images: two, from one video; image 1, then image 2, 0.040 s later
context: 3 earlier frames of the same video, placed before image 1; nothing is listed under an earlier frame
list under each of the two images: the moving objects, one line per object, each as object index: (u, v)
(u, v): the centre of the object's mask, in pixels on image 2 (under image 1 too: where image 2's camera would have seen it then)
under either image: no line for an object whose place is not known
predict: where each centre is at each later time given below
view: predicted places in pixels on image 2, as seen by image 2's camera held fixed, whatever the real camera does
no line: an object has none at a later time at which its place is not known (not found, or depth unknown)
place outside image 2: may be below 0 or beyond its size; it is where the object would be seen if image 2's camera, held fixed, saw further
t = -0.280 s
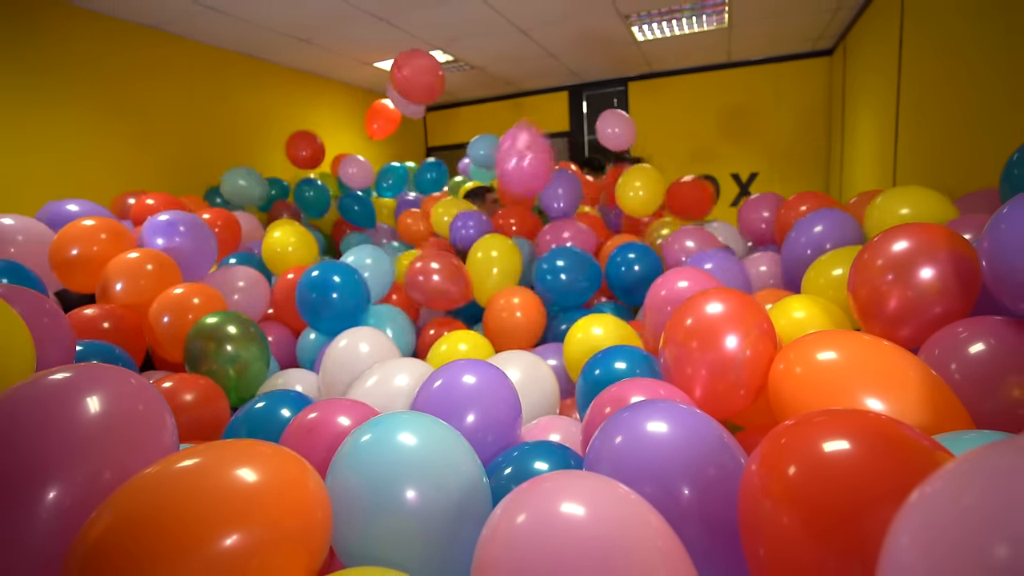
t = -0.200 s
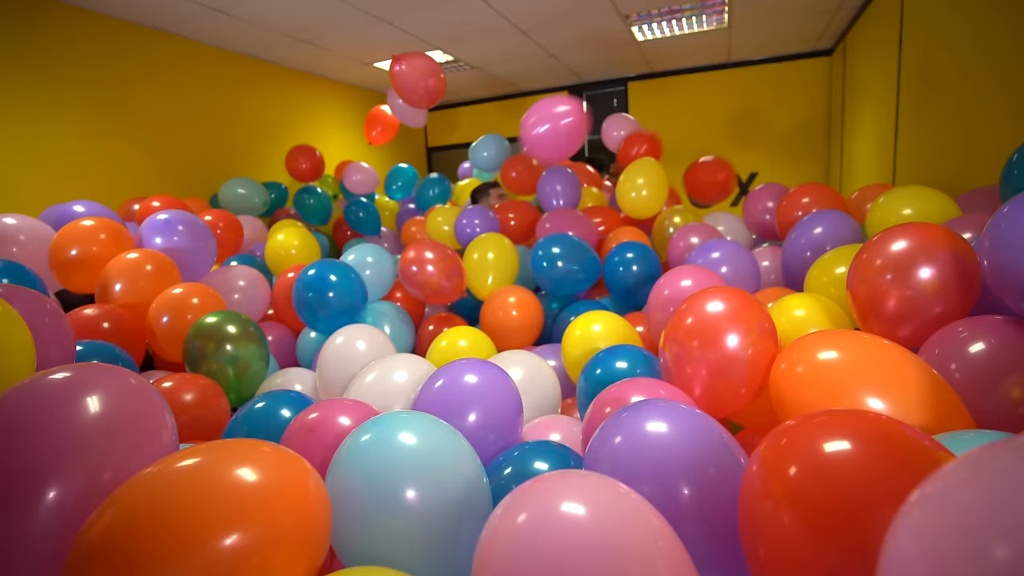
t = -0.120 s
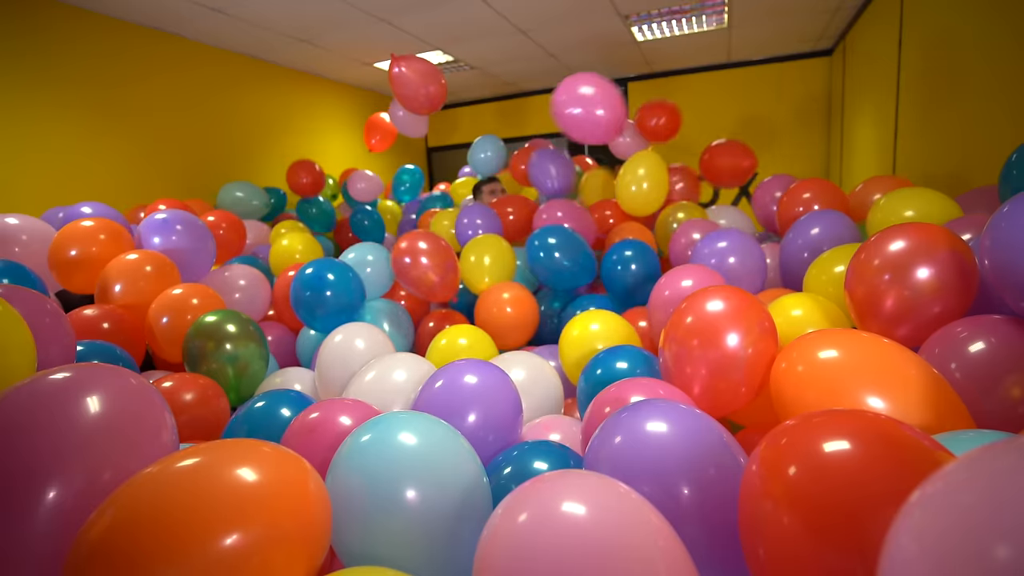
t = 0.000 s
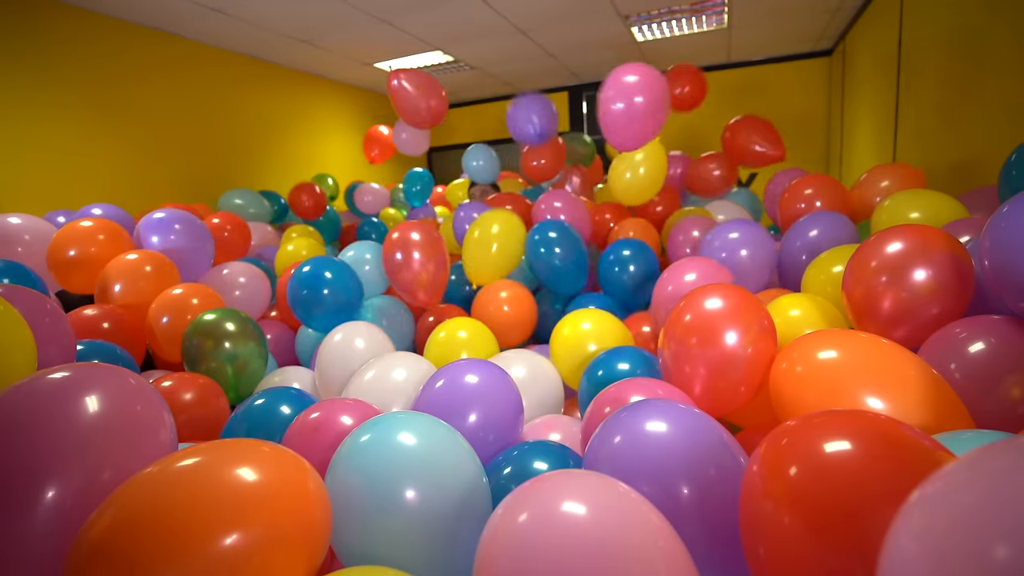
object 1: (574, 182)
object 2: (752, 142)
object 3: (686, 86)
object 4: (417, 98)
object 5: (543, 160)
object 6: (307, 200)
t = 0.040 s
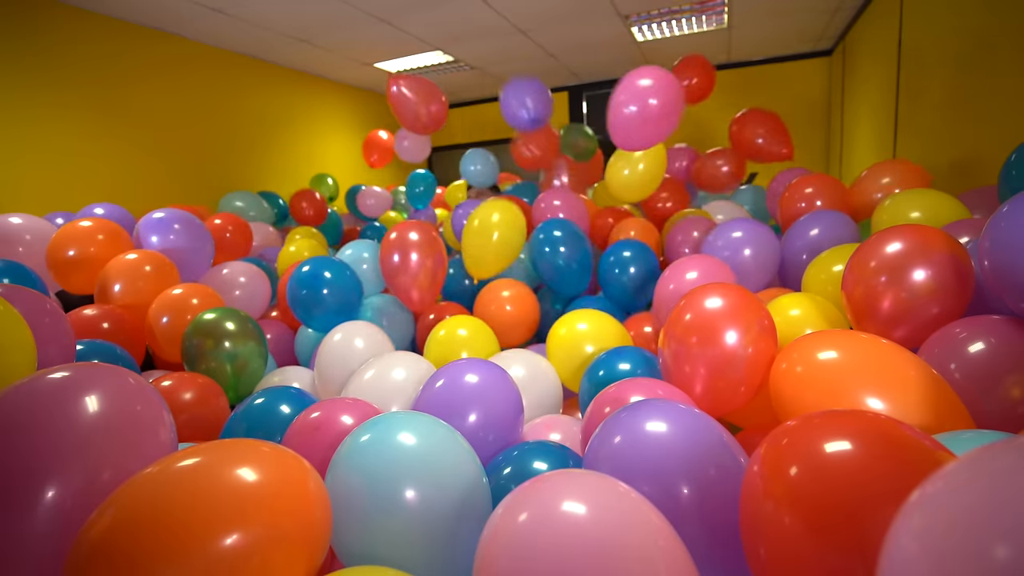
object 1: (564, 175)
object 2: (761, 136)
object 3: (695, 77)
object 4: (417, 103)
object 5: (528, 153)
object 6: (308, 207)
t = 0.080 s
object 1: (549, 172)
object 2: (768, 131)
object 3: (703, 70)
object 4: (416, 110)
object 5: (509, 134)
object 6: (309, 213)
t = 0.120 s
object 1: (537, 169)
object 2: (775, 128)
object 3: (709, 66)
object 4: (417, 117)
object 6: (309, 218)
